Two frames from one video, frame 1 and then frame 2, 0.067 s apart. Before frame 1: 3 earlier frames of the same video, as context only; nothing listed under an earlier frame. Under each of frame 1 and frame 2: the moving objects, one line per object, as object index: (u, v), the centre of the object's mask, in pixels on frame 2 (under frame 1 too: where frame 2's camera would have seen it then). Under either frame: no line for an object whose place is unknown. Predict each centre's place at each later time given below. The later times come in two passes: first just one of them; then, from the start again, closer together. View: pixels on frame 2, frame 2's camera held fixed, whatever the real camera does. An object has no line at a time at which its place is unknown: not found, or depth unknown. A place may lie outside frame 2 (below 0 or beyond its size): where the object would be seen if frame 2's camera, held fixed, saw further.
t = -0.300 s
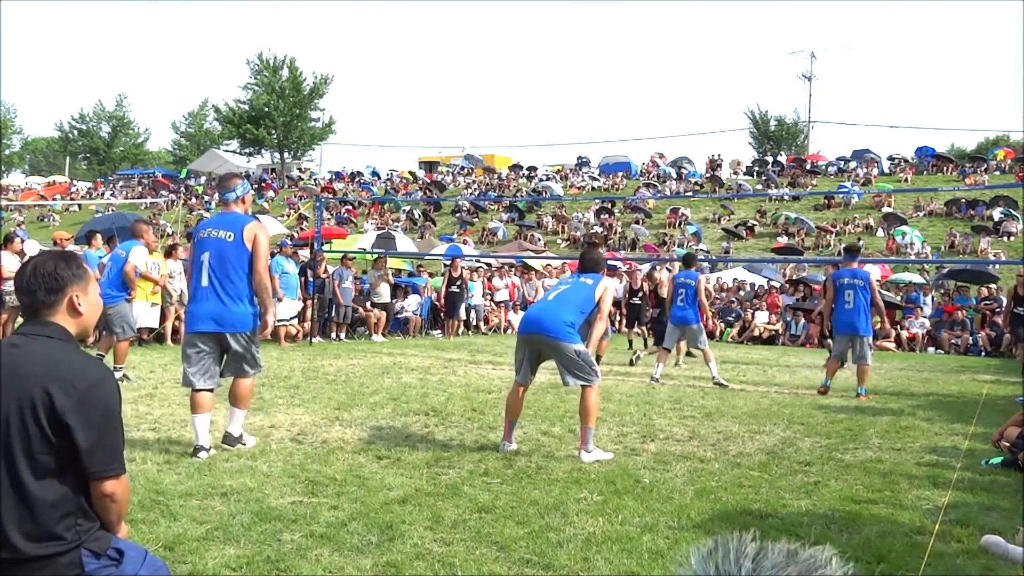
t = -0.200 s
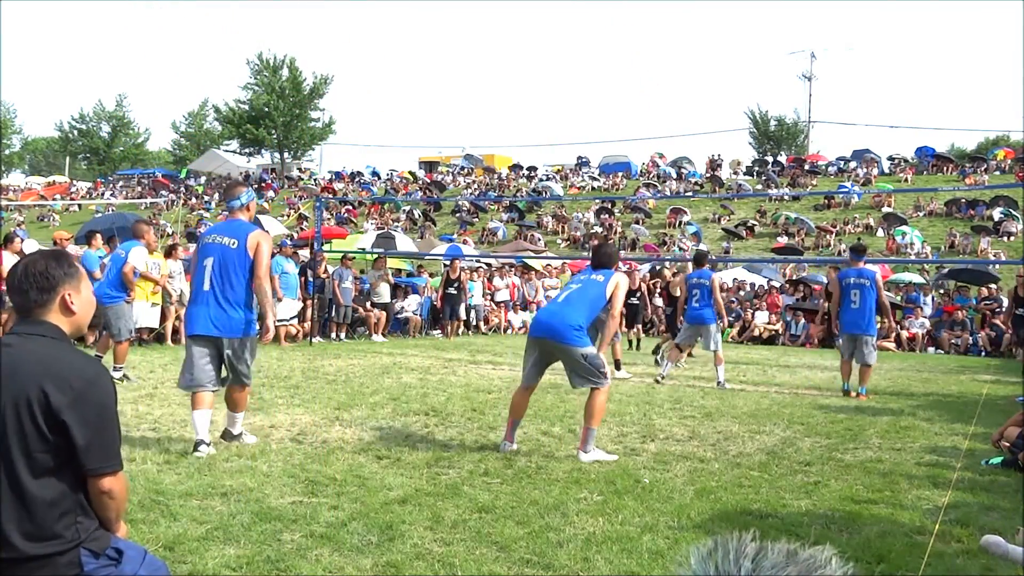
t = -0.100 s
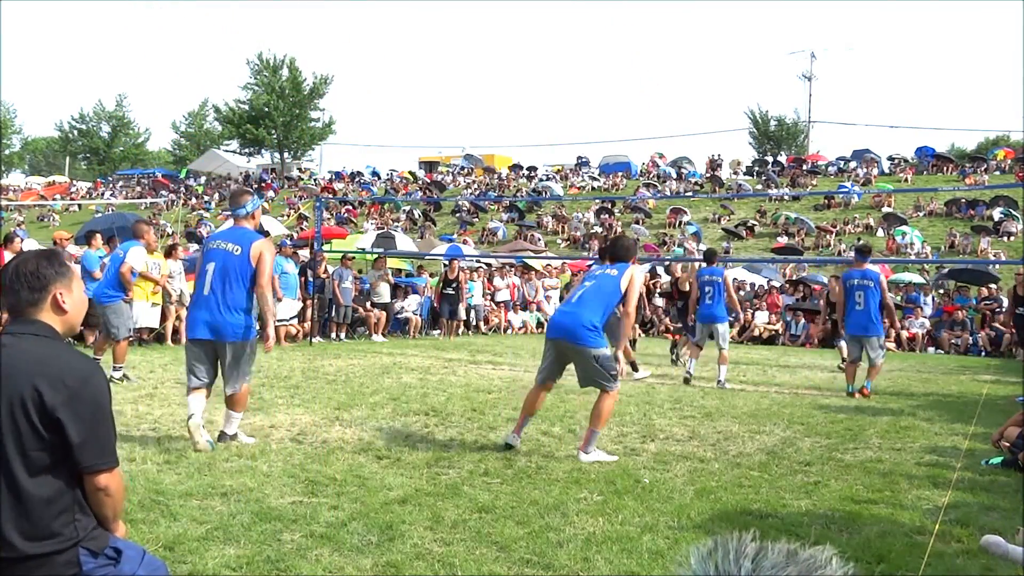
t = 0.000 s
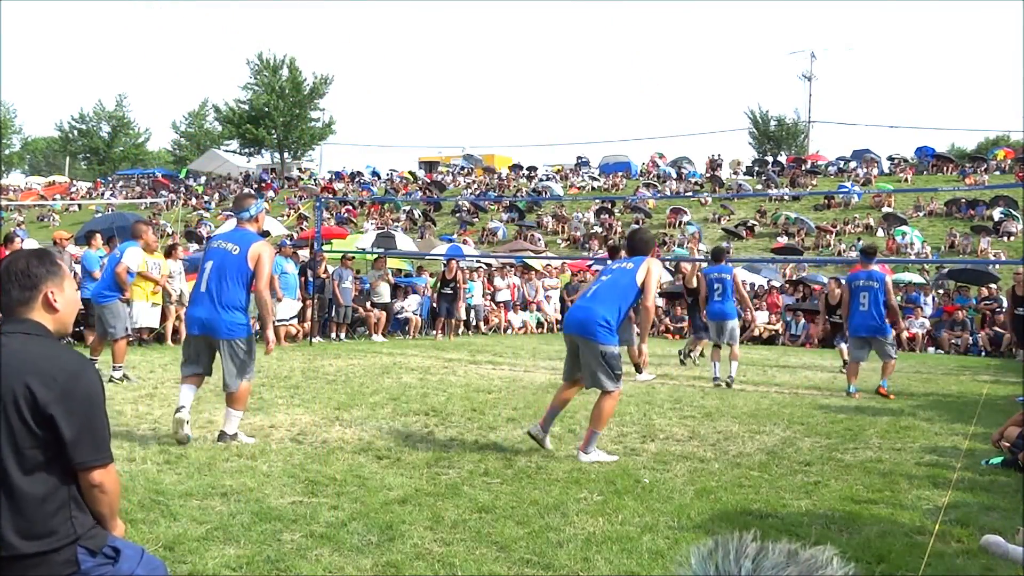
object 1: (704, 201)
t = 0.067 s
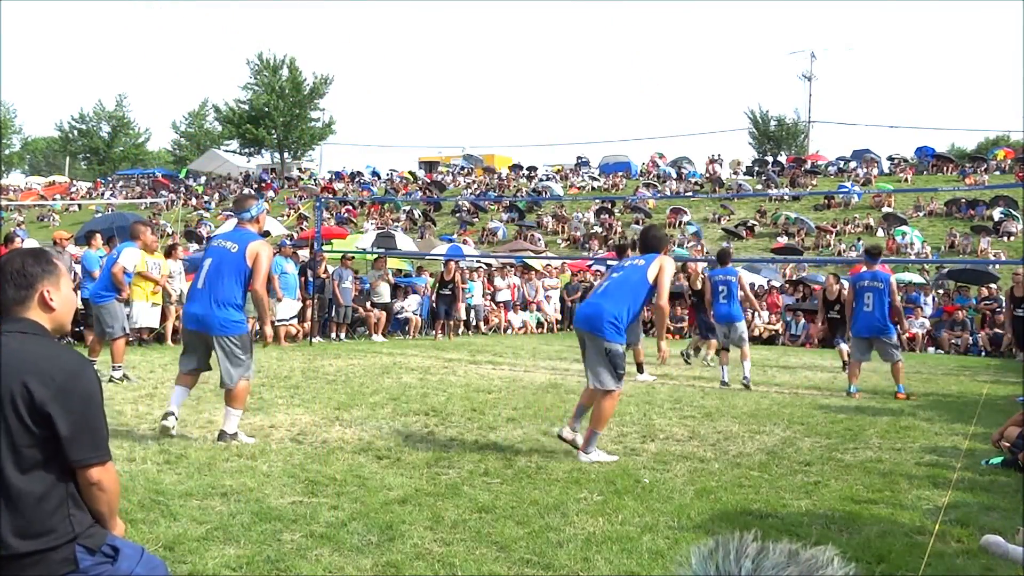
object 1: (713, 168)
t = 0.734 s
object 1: (814, 32)
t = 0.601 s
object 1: (793, 36)
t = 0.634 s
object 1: (798, 34)
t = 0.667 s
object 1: (803, 33)
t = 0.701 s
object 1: (809, 31)
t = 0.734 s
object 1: (814, 32)
